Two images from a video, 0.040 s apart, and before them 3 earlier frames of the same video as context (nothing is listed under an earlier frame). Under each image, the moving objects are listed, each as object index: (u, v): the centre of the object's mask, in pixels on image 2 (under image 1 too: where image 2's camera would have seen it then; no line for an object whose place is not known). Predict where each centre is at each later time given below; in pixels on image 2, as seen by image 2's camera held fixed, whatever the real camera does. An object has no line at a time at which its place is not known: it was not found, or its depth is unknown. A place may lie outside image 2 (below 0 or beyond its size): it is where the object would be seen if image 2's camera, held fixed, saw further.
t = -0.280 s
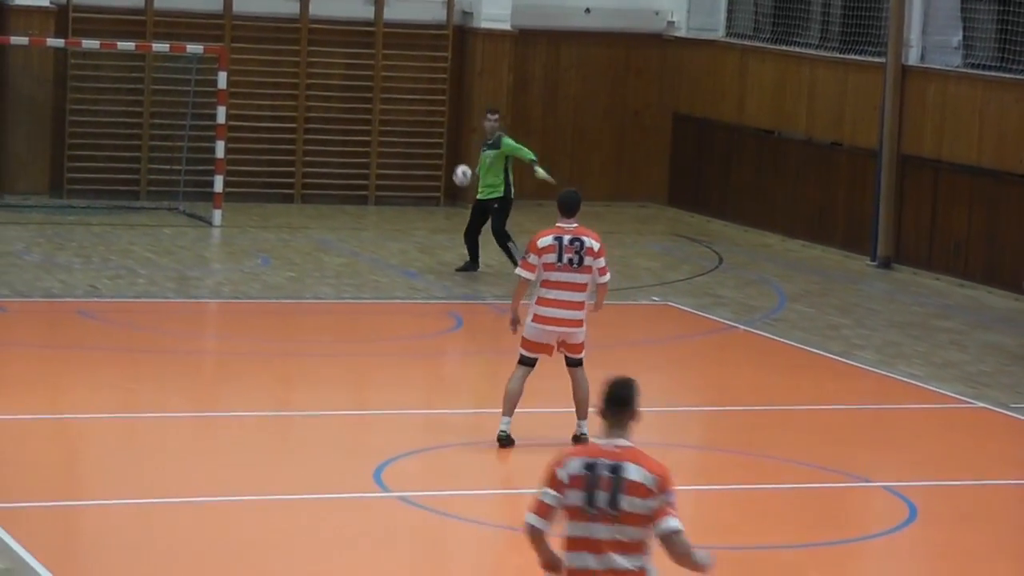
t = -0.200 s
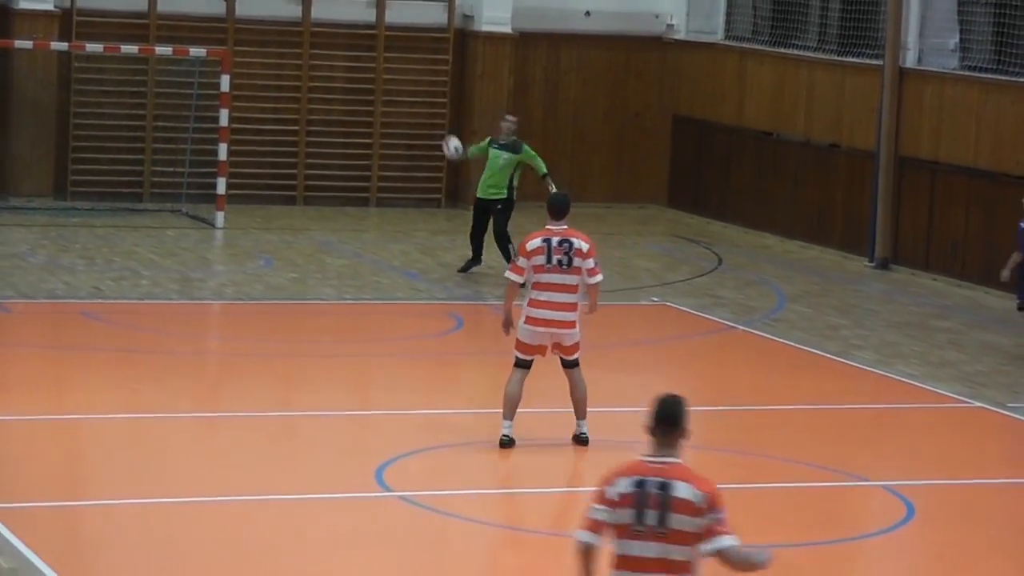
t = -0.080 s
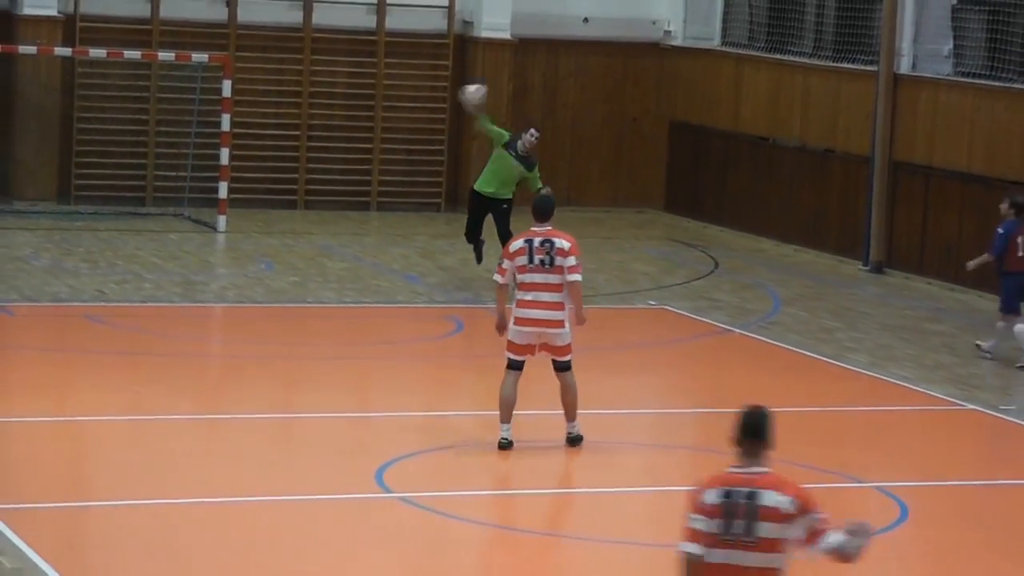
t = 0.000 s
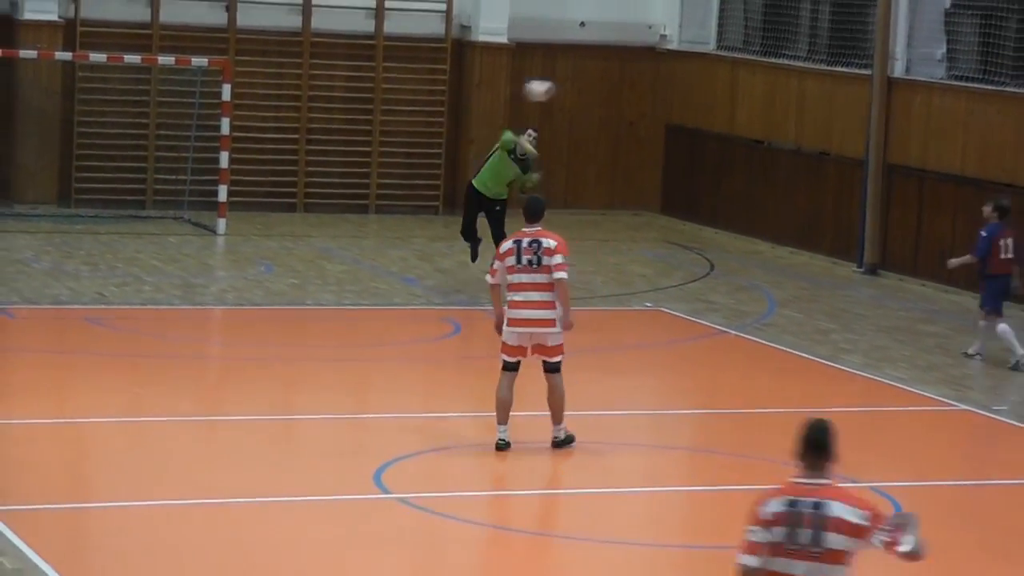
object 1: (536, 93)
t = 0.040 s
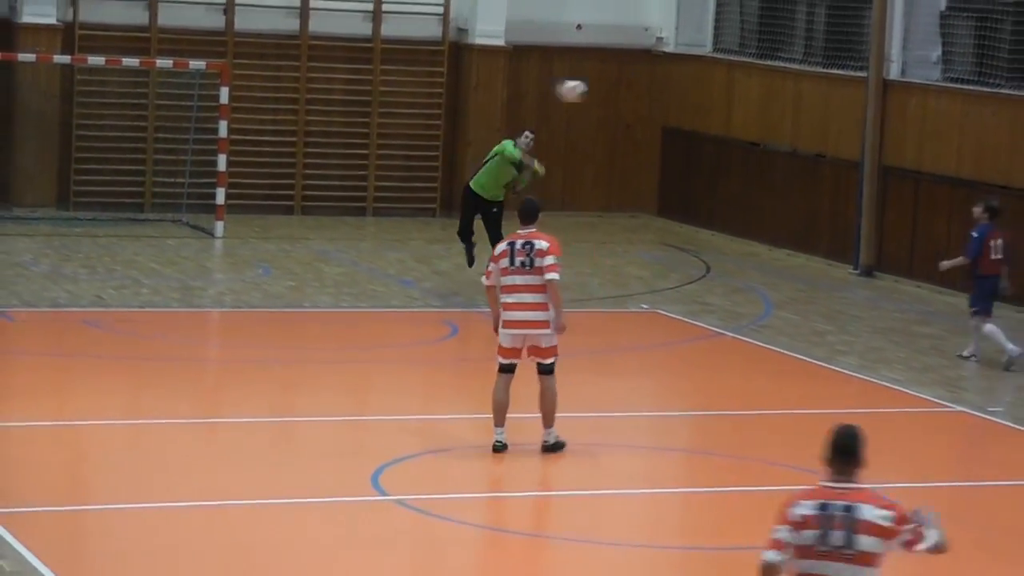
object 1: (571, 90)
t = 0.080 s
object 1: (607, 89)
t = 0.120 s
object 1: (643, 89)
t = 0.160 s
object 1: (681, 90)
